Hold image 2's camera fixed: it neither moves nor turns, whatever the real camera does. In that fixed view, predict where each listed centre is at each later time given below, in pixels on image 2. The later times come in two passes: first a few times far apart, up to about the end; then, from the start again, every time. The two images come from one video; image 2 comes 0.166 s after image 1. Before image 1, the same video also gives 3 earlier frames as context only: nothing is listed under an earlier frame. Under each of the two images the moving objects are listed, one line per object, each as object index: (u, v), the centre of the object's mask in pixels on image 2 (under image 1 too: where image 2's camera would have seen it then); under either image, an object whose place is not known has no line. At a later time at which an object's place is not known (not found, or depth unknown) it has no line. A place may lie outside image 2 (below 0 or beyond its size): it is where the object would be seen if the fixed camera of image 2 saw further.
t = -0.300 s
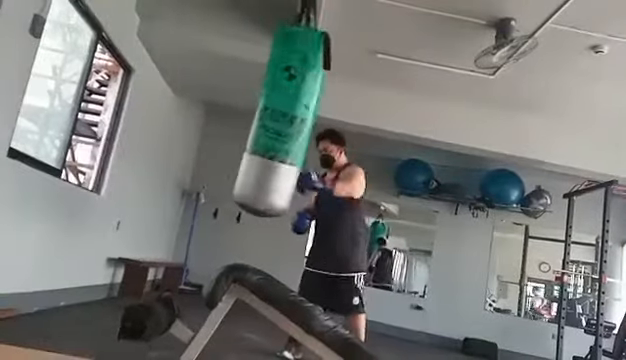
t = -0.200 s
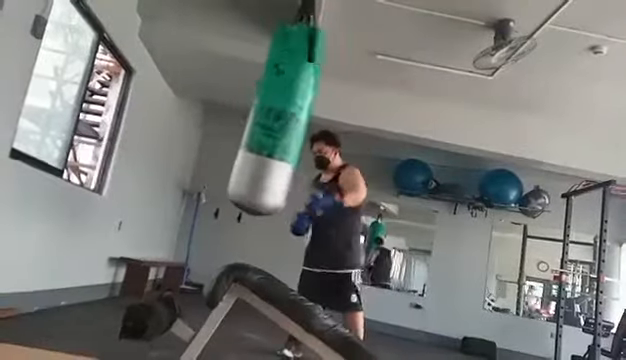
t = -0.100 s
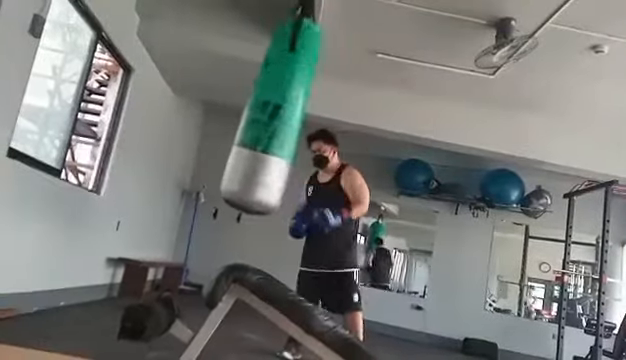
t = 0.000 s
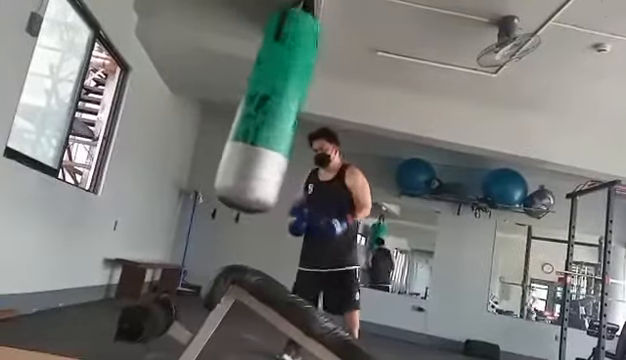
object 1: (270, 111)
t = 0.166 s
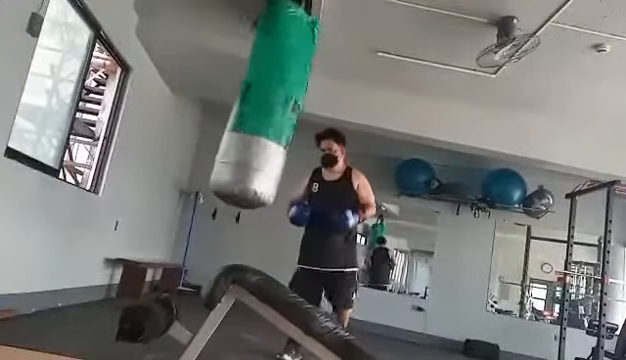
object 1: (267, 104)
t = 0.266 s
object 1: (267, 101)
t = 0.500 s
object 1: (273, 102)
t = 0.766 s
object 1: (291, 110)
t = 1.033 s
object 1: (302, 117)
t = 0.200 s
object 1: (267, 103)
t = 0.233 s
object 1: (267, 102)
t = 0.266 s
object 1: (267, 101)
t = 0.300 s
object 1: (267, 101)
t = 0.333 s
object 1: (268, 101)
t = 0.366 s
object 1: (269, 101)
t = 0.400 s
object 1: (270, 100)
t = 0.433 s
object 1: (271, 101)
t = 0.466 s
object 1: (272, 101)
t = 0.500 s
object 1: (273, 102)
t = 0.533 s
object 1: (275, 103)
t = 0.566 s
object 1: (277, 103)
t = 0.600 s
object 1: (279, 104)
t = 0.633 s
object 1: (283, 106)
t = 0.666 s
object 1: (284, 107)
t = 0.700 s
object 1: (287, 108)
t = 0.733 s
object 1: (289, 109)
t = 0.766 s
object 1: (291, 110)
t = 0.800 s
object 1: (293, 111)
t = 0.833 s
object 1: (295, 112)
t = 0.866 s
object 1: (296, 113)
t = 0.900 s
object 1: (297, 114)
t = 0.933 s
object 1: (298, 115)
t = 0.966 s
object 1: (300, 117)
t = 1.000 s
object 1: (301, 117)
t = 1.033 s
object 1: (302, 117)
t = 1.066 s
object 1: (302, 117)
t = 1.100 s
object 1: (303, 118)
